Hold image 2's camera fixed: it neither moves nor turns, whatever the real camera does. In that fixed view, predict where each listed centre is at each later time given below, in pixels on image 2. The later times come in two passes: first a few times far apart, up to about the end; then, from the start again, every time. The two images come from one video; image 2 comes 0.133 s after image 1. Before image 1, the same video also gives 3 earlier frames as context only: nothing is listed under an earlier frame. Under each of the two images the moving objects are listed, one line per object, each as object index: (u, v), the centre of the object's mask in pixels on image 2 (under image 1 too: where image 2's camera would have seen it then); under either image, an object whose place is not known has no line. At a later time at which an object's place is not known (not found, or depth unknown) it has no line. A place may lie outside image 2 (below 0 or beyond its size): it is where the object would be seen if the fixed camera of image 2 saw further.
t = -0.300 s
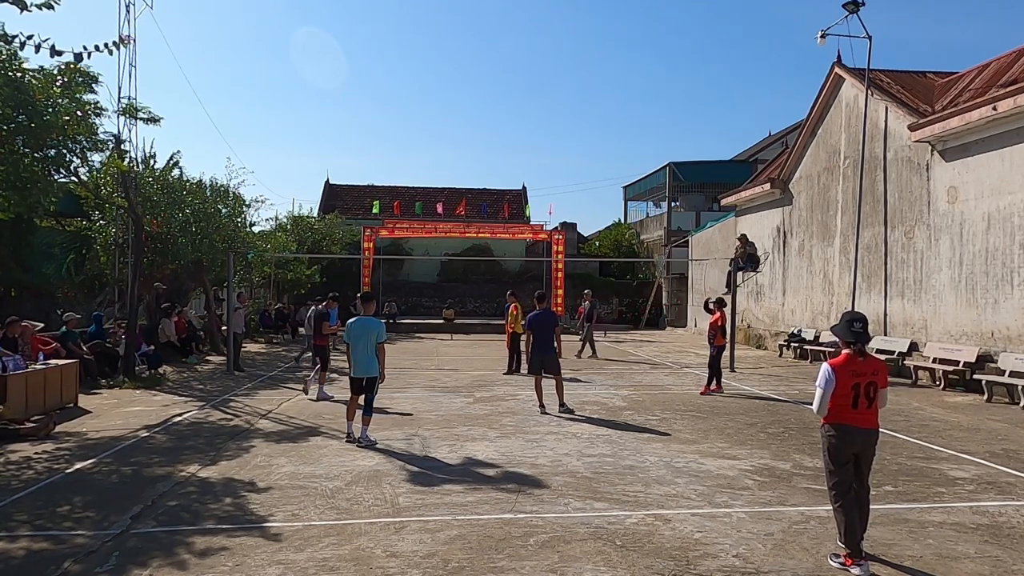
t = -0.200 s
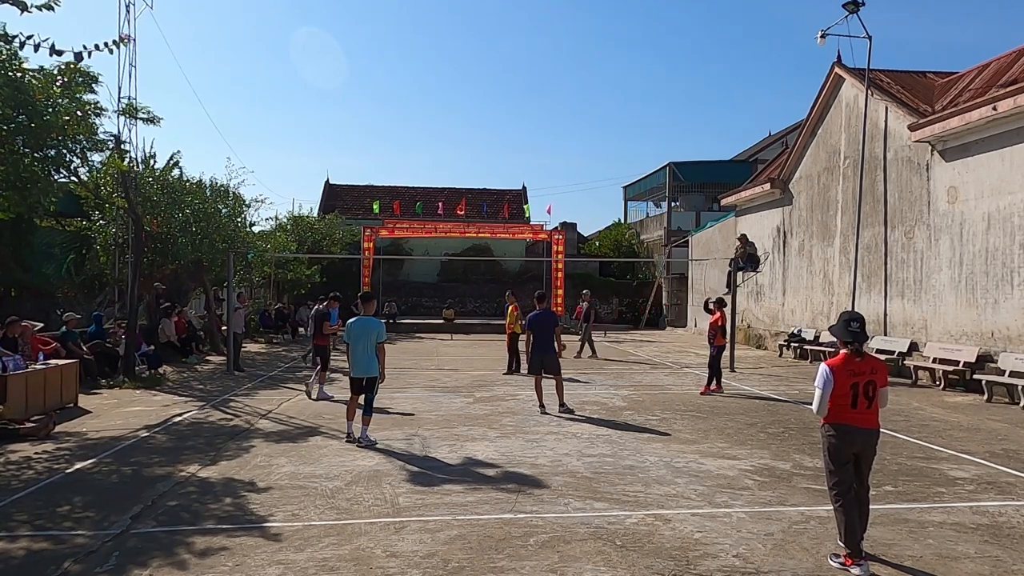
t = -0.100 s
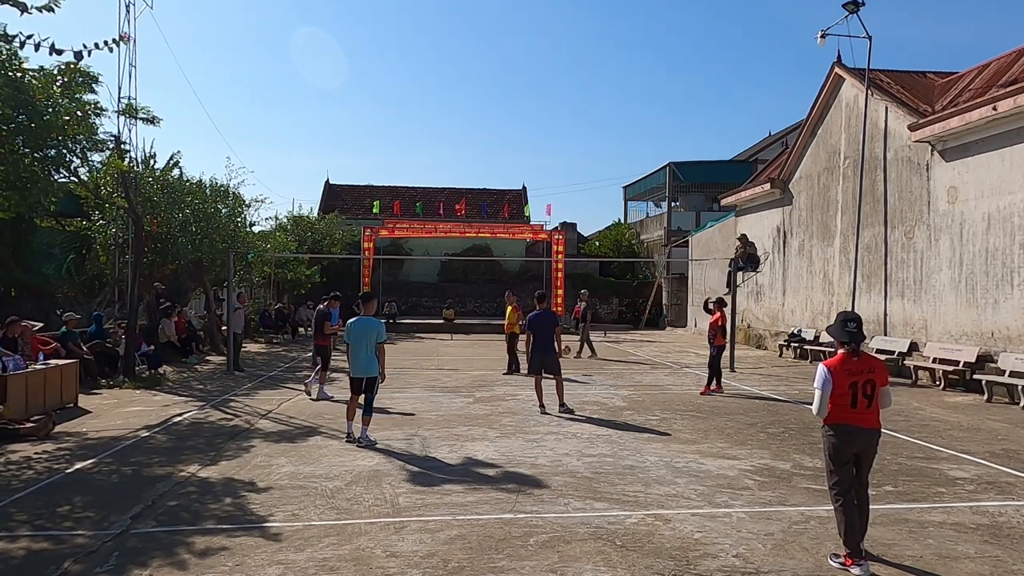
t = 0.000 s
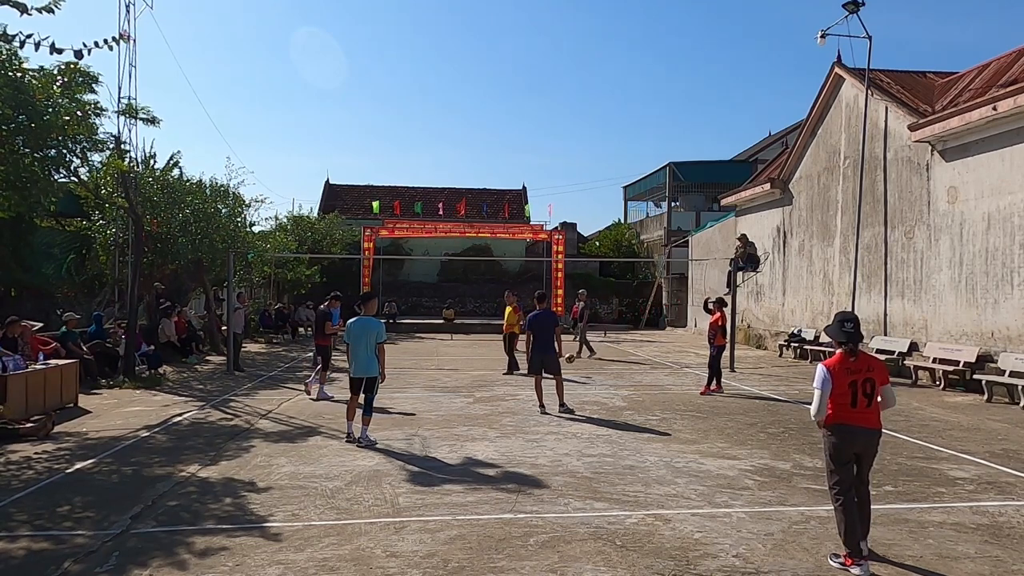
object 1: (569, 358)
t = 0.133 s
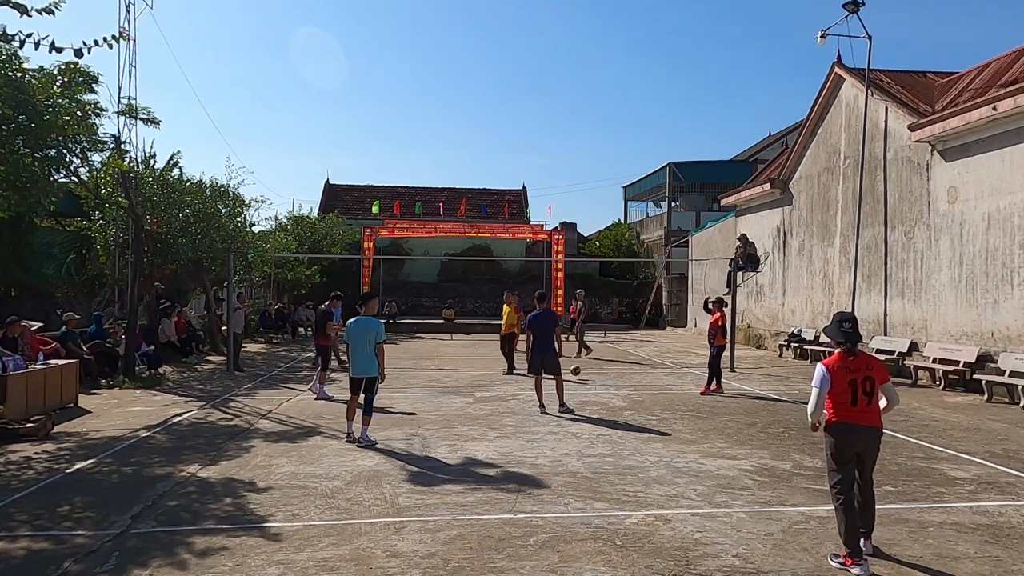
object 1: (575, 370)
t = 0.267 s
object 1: (582, 363)
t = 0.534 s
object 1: (595, 378)
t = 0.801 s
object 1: (609, 383)
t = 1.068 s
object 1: (625, 399)
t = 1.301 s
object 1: (639, 408)
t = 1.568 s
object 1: (658, 426)
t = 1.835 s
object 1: (683, 451)
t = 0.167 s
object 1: (577, 367)
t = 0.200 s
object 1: (578, 365)
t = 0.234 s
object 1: (580, 364)
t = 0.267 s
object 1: (582, 363)
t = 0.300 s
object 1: (583, 362)
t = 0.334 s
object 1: (585, 362)
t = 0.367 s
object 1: (587, 363)
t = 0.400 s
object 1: (588, 365)
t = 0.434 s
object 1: (590, 367)
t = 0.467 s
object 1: (591, 370)
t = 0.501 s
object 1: (593, 374)
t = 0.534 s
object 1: (595, 378)
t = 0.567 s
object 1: (596, 384)
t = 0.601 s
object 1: (598, 387)
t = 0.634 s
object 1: (600, 385)
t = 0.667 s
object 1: (602, 383)
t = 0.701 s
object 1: (604, 382)
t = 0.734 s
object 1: (605, 381)
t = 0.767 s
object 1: (607, 382)
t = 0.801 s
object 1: (609, 383)
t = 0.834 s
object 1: (611, 385)
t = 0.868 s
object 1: (613, 387)
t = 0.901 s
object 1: (615, 391)
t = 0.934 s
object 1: (617, 395)
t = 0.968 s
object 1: (619, 400)
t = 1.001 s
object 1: (622, 404)
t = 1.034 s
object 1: (623, 401)
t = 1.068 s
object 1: (625, 399)
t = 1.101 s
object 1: (627, 397)
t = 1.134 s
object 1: (629, 397)
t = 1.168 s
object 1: (631, 398)
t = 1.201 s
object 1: (633, 399)
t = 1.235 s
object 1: (635, 401)
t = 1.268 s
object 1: (637, 404)
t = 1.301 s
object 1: (639, 408)
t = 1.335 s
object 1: (642, 414)
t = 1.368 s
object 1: (644, 420)
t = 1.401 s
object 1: (646, 426)
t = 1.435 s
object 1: (648, 424)
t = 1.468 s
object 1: (650, 423)
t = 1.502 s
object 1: (653, 424)
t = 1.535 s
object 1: (656, 424)
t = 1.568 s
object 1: (658, 426)
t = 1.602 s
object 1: (661, 429)
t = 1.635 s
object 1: (664, 434)
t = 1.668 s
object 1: (667, 439)
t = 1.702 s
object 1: (670, 446)
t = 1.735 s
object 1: (673, 451)
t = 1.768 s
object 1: (676, 450)
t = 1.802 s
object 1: (679, 450)
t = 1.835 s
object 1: (683, 451)
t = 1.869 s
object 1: (687, 454)
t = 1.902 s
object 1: (690, 457)
